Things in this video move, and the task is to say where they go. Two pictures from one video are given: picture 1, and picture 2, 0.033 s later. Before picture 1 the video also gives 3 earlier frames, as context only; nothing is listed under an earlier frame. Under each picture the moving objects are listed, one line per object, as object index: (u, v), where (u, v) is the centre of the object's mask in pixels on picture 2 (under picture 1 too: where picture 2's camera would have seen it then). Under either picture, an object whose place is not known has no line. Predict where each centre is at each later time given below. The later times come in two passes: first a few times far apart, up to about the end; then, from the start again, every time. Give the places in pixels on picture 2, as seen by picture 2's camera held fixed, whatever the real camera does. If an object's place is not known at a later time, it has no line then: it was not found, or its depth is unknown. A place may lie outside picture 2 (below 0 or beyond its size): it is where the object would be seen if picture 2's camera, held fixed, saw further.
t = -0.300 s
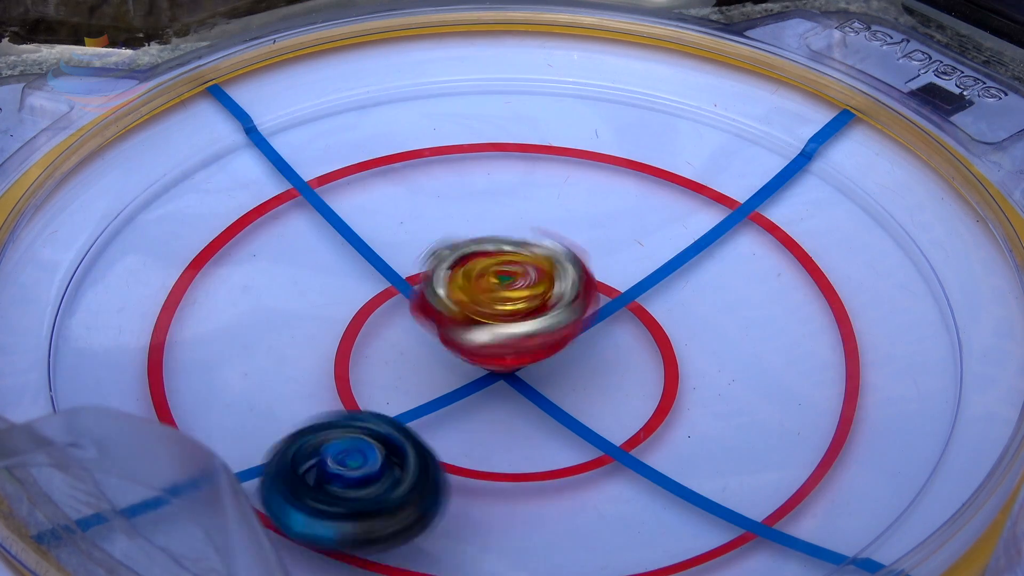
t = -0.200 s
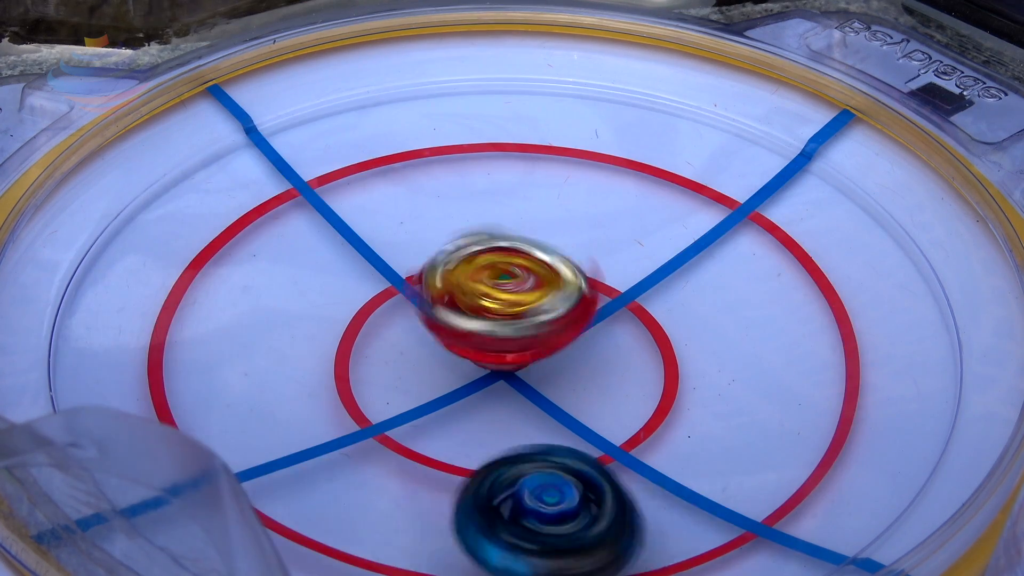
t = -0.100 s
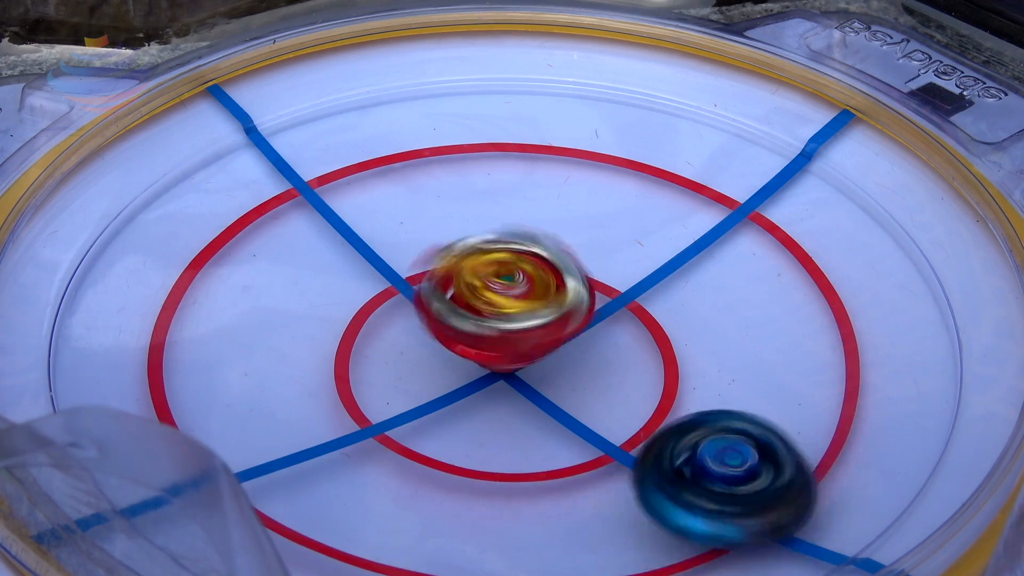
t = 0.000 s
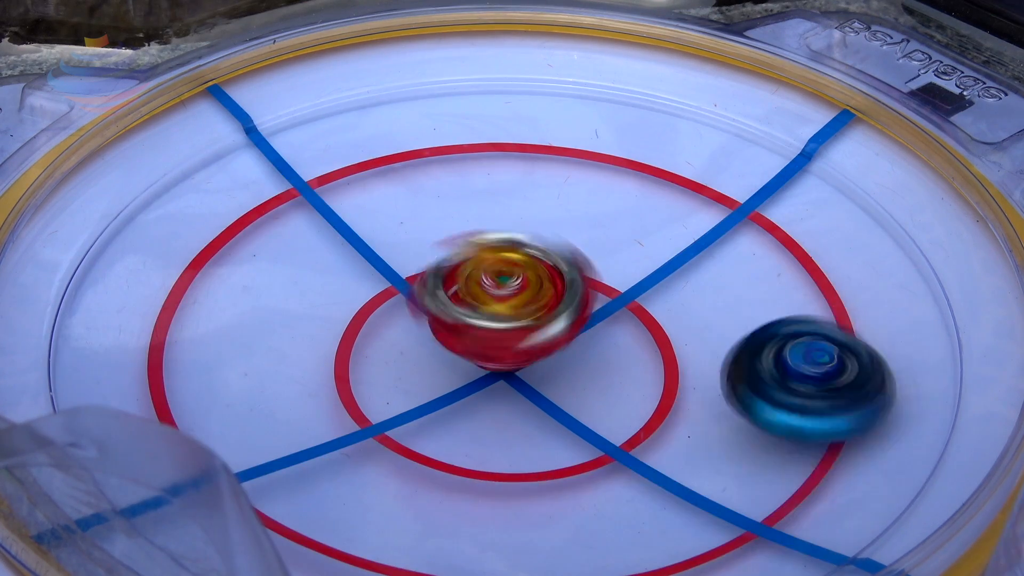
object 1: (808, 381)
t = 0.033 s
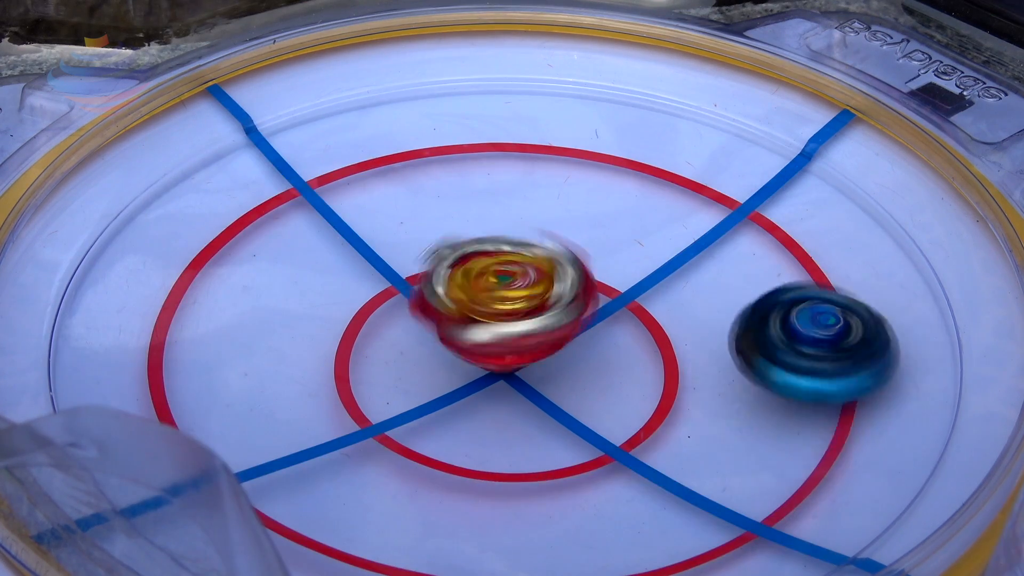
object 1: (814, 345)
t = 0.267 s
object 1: (629, 150)
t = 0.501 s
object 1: (288, 169)
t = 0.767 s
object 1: (240, 410)
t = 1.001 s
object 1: (637, 509)
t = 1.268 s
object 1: (779, 262)
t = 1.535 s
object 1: (459, 137)
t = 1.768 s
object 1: (179, 263)
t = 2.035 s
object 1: (409, 492)
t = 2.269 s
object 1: (770, 417)
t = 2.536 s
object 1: (667, 177)
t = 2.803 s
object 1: (300, 177)
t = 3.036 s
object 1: (213, 380)
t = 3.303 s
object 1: (632, 498)
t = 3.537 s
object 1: (780, 295)
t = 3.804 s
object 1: (502, 146)
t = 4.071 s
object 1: (198, 278)
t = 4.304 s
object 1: (383, 474)
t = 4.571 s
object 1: (767, 402)
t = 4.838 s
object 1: (640, 178)
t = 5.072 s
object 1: (330, 179)
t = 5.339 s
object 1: (243, 394)
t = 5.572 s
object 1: (600, 495)
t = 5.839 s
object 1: (757, 280)
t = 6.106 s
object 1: (473, 155)
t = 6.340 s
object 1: (217, 273)
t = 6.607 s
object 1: (432, 475)
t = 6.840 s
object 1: (751, 402)
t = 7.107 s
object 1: (638, 188)
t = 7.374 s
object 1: (301, 208)
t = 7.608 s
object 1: (269, 402)
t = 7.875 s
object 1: (661, 468)
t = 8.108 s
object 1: (732, 272)
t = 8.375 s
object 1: (446, 168)
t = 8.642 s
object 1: (225, 328)
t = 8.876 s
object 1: (479, 475)
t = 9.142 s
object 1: (751, 341)
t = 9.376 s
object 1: (588, 182)
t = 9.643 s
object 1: (277, 240)
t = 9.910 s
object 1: (375, 444)
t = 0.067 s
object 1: (810, 309)
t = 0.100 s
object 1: (797, 275)
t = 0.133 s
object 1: (776, 243)
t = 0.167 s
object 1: (747, 214)
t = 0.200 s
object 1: (713, 188)
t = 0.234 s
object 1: (674, 167)
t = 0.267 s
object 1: (629, 150)
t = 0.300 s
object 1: (582, 138)
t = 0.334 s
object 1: (532, 131)
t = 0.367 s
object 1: (482, 129)
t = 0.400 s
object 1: (431, 133)
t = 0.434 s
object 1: (382, 141)
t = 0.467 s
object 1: (334, 154)
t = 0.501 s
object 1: (288, 169)
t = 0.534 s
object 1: (247, 191)
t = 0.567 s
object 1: (212, 217)
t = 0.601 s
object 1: (186, 247)
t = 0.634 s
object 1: (169, 282)
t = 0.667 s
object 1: (163, 318)
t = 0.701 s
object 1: (171, 354)
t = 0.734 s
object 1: (199, 382)
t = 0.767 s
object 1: (240, 410)
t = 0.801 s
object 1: (283, 441)
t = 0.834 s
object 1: (326, 470)
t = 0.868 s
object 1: (383, 490)
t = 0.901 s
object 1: (445, 505)
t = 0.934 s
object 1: (510, 512)
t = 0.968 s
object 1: (574, 513)
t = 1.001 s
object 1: (637, 509)
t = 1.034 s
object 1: (693, 492)
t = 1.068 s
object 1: (737, 468)
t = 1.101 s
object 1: (771, 436)
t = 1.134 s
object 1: (793, 402)
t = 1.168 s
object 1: (805, 367)
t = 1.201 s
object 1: (806, 330)
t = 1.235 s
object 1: (797, 295)
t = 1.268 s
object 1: (779, 262)
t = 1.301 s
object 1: (755, 233)
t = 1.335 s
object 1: (724, 206)
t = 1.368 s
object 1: (688, 184)
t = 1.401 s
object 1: (648, 165)
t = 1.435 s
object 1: (604, 151)
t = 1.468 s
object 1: (557, 141)
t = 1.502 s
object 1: (509, 136)
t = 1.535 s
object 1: (459, 137)
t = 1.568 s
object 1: (410, 141)
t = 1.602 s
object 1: (361, 151)
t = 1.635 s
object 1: (315, 164)
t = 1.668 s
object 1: (271, 181)
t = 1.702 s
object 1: (233, 204)
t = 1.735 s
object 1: (202, 231)
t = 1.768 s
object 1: (179, 263)
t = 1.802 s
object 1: (167, 297)
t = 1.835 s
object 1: (167, 332)
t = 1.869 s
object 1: (184, 365)
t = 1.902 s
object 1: (217, 392)
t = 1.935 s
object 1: (258, 421)
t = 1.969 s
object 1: (301, 451)
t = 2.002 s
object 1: (350, 475)
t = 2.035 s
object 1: (409, 492)
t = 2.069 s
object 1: (472, 504)
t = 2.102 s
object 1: (535, 510)
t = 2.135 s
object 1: (598, 509)
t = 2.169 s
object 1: (656, 498)
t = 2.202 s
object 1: (705, 476)
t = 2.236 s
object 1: (744, 449)
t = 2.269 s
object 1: (770, 417)
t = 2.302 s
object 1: (788, 384)
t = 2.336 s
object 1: (796, 349)
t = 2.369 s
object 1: (793, 314)
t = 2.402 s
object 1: (780, 280)
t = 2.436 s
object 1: (761, 249)
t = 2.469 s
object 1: (733, 221)
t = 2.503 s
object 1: (703, 198)
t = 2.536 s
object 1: (667, 177)
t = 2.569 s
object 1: (626, 160)
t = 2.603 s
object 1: (580, 148)
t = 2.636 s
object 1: (533, 140)
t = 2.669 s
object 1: (484, 138)
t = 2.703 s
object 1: (436, 142)
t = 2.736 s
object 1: (389, 150)
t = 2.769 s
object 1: (343, 162)
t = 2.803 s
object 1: (300, 177)
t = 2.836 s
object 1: (260, 197)
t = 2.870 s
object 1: (227, 222)
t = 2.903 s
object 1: (203, 251)
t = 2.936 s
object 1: (186, 283)
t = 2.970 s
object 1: (181, 317)
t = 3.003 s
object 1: (189, 351)
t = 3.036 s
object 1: (213, 380)
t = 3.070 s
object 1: (250, 407)
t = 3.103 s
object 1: (290, 436)
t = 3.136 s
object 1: (335, 461)
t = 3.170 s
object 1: (391, 480)
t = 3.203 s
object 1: (451, 494)
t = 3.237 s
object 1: (512, 503)
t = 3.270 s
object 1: (573, 505)
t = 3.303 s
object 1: (632, 498)
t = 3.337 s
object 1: (684, 482)
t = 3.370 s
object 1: (726, 458)
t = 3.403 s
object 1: (757, 428)
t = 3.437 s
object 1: (778, 396)
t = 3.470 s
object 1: (788, 361)
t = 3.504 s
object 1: (789, 327)
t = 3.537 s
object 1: (780, 295)
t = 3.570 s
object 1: (765, 264)
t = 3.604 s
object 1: (741, 235)
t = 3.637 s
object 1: (710, 209)
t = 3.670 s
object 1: (676, 188)
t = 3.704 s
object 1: (637, 170)
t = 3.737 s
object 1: (594, 158)
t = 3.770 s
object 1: (549, 150)
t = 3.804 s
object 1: (502, 146)
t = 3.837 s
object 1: (454, 147)
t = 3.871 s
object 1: (407, 154)
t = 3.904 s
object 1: (362, 165)
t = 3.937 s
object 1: (319, 179)
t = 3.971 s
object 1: (279, 198)
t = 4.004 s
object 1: (244, 222)
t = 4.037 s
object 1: (217, 248)
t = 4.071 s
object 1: (198, 278)
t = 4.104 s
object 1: (189, 310)
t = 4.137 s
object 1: (194, 344)
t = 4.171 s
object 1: (214, 375)
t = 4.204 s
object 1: (248, 403)
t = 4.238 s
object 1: (287, 431)
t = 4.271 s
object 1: (330, 456)
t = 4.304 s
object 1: (383, 474)
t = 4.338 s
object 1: (439, 488)
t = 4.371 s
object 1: (499, 498)
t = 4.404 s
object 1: (558, 503)
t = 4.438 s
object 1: (618, 499)
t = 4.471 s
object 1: (671, 485)
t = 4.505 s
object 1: (712, 460)
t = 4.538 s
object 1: (745, 432)
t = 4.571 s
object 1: (767, 402)
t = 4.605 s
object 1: (779, 369)
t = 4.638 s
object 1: (781, 335)
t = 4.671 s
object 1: (774, 302)
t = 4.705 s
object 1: (759, 273)
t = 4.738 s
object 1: (739, 245)
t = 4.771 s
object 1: (710, 218)
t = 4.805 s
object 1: (677, 196)
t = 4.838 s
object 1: (640, 178)
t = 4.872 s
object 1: (600, 165)
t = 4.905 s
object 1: (556, 155)
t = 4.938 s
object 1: (509, 150)
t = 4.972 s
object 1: (462, 151)
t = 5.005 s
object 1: (417, 156)
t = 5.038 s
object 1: (373, 166)
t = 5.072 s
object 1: (330, 179)
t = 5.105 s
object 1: (289, 195)
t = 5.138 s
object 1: (251, 216)
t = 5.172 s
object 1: (223, 243)
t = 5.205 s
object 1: (204, 273)
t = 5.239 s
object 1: (195, 305)
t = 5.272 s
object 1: (198, 337)
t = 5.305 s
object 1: (213, 367)
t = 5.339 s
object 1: (243, 394)
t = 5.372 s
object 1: (279, 421)
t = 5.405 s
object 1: (321, 447)
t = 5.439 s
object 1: (372, 466)
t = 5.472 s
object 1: (427, 480)
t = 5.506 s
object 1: (483, 490)
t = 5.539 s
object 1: (542, 496)
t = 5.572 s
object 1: (600, 495)
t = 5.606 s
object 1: (653, 483)
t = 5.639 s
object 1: (697, 462)
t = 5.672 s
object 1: (730, 436)
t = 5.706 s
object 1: (756, 406)
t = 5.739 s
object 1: (769, 374)
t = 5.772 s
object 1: (773, 341)
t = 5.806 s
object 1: (769, 310)
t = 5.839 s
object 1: (757, 280)
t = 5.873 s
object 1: (737, 250)
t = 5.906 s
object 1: (711, 224)
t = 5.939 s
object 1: (682, 204)
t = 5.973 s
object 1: (646, 184)
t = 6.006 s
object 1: (605, 169)
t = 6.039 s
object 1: (562, 160)
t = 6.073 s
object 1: (518, 156)
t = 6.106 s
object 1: (473, 155)
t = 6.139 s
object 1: (427, 159)
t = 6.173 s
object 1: (383, 169)
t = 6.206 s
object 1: (342, 182)
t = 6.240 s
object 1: (303, 198)
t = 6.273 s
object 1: (266, 218)
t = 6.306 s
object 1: (237, 243)
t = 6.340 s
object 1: (217, 273)
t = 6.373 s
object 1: (208, 304)
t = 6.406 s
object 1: (212, 335)
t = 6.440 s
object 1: (226, 365)
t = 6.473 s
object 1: (252, 392)
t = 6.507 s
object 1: (288, 420)
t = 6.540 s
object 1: (331, 442)
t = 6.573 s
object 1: (379, 461)
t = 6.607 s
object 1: (432, 475)
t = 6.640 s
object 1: (487, 487)
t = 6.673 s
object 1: (546, 492)
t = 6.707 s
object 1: (600, 488)
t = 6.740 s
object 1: (652, 477)
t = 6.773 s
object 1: (695, 458)
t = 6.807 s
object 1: (728, 432)
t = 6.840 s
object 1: (751, 402)
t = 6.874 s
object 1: (764, 371)
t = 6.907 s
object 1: (768, 339)
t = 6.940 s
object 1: (762, 307)
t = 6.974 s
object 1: (749, 279)
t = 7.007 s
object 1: (729, 252)
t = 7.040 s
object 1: (703, 226)
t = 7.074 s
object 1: (671, 205)
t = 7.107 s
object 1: (638, 188)
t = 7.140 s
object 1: (597, 174)
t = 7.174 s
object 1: (554, 165)
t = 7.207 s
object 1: (510, 163)
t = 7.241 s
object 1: (466, 163)
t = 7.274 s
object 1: (421, 168)
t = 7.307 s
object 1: (378, 178)
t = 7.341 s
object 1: (339, 192)
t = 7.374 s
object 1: (301, 208)
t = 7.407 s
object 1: (266, 229)
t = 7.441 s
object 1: (240, 255)
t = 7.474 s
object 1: (224, 283)
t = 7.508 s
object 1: (217, 313)
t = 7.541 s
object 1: (221, 344)
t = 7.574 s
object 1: (238, 374)
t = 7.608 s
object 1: (269, 402)
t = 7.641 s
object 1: (304, 425)
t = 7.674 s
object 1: (347, 445)
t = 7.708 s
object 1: (397, 464)
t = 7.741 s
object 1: (451, 477)
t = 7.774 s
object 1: (504, 484)
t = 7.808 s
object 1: (559, 487)
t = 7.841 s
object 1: (614, 483)
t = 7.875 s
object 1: (661, 468)
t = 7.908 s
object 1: (699, 447)
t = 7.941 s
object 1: (729, 421)
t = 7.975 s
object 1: (746, 390)
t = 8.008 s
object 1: (756, 360)
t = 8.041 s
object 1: (757, 329)
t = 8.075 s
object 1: (747, 298)
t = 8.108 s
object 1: (732, 272)
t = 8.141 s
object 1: (712, 245)
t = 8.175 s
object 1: (683, 221)
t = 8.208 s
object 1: (652, 203)
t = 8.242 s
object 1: (617, 186)
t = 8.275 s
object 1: (575, 174)
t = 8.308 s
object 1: (533, 168)
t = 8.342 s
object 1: (491, 167)
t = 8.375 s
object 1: (446, 168)
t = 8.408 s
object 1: (405, 176)
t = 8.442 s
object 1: (365, 187)
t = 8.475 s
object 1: (324, 200)
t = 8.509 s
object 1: (288, 219)
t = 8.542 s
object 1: (260, 243)
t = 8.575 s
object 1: (238, 268)
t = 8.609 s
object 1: (225, 297)
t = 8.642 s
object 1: (225, 328)
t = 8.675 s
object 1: (238, 357)
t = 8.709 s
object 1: (258, 383)
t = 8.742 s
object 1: (290, 410)
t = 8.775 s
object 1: (332, 431)
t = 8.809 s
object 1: (375, 449)
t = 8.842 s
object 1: (426, 464)
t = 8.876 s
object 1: (479, 475)
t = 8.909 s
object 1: (532, 479)
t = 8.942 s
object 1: (585, 479)
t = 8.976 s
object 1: (635, 470)
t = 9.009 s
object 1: (676, 451)
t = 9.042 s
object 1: (709, 428)
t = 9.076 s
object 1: (732, 400)
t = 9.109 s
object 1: (746, 370)
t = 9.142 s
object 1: (751, 341)
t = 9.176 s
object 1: (744, 310)
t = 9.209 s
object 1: (732, 283)
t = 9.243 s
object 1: (715, 256)
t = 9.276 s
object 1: (690, 231)
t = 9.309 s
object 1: (662, 212)
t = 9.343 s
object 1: (627, 194)
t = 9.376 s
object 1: (588, 182)
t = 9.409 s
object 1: (549, 175)
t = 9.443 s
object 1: (506, 170)
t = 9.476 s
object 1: (463, 173)
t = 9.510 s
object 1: (423, 178)
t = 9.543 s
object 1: (380, 188)
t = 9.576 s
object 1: (343, 202)
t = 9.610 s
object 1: (309, 219)
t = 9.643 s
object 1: (277, 240)
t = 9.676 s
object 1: (255, 266)
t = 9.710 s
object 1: (242, 293)
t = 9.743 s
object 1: (237, 322)
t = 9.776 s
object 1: (246, 352)
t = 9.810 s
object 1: (267, 379)
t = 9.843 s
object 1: (294, 403)
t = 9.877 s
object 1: (332, 425)
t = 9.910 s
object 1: (375, 444)
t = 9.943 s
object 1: (422, 459)
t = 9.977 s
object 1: (474, 471)
